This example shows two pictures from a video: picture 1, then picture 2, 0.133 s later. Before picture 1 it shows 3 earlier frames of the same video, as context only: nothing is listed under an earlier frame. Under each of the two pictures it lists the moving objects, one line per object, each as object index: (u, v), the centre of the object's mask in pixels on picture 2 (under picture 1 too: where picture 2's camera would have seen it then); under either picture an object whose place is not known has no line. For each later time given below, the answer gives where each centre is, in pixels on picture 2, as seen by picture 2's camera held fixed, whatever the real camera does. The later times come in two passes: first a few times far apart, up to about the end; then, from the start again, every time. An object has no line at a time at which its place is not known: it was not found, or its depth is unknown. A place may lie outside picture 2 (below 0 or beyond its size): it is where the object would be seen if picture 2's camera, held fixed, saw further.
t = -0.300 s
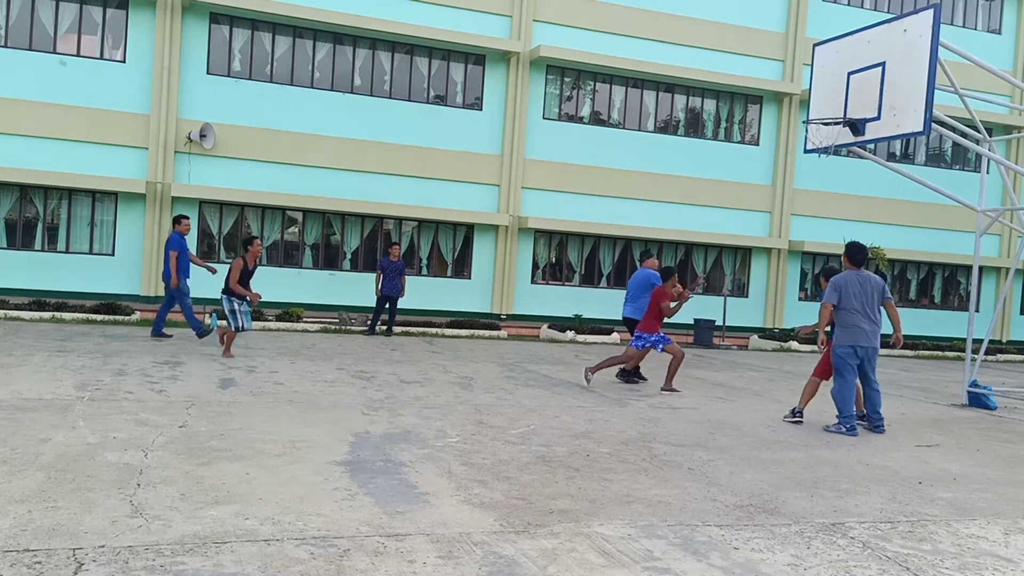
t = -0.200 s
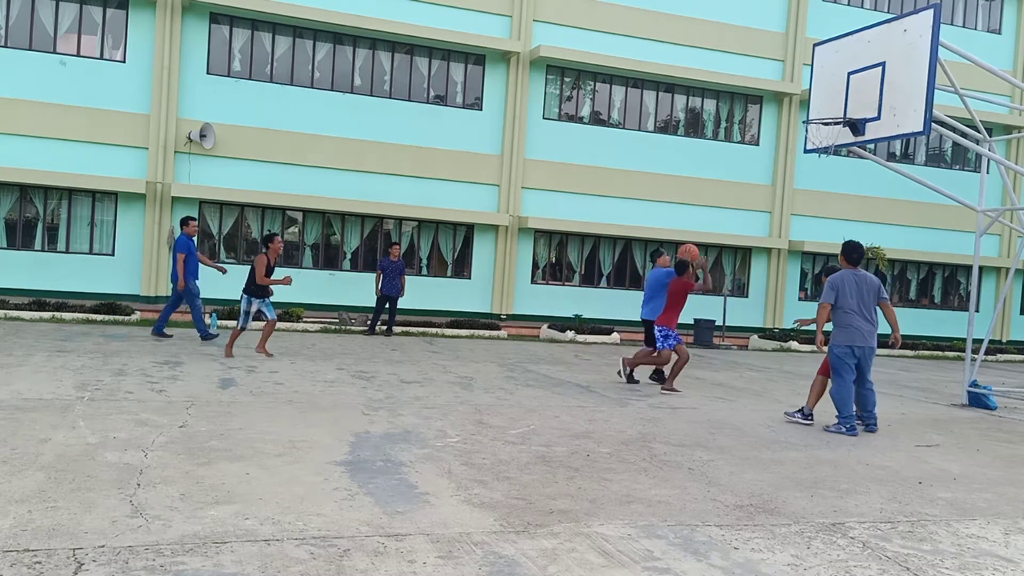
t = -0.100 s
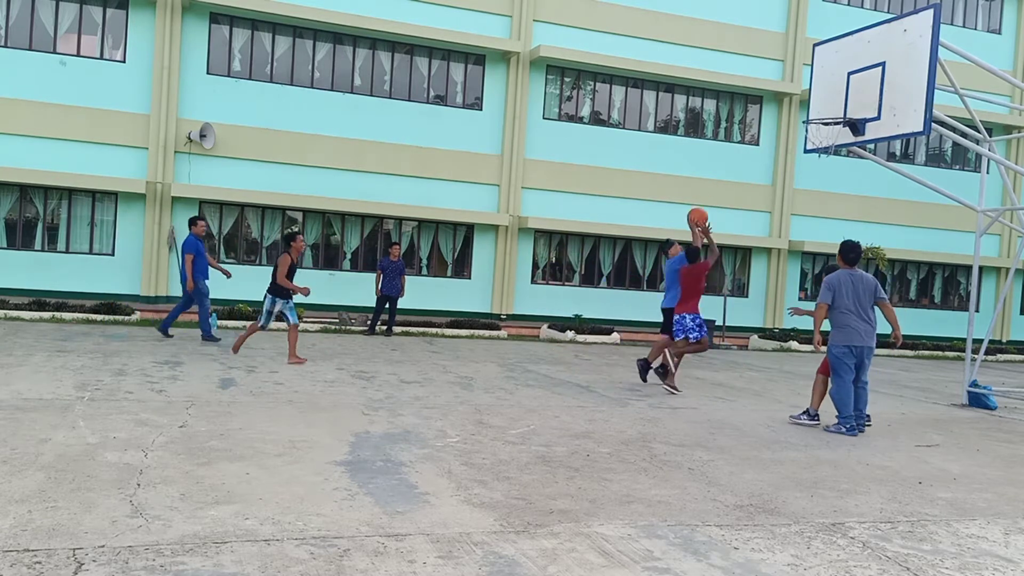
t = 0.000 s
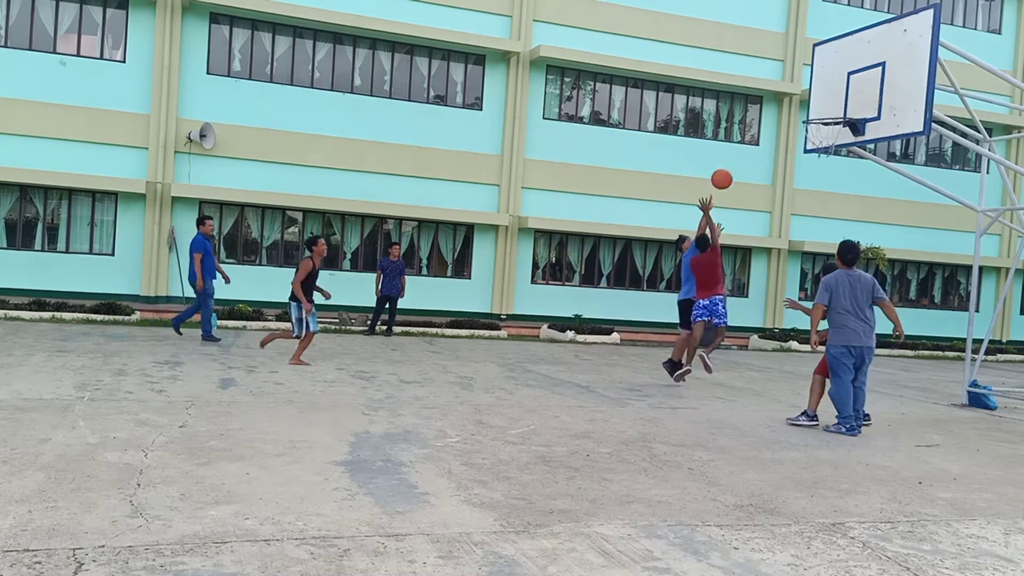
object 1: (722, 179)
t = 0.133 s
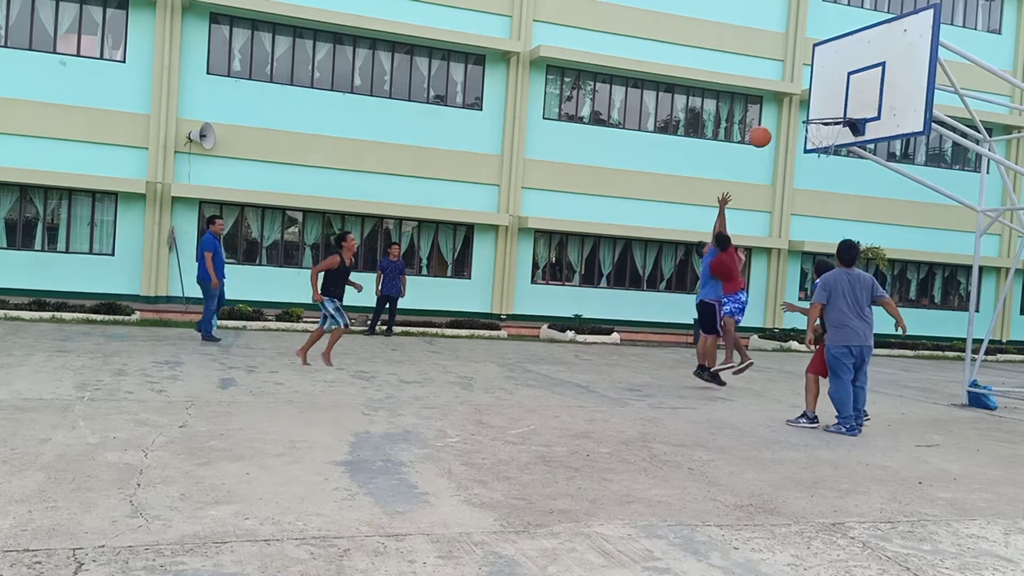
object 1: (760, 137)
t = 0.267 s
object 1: (799, 108)
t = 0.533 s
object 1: (838, 102)
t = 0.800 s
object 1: (812, 139)
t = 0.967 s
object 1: (802, 183)
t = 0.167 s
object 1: (770, 128)
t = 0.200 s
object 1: (780, 121)
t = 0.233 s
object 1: (790, 114)
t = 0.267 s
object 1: (799, 108)
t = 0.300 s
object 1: (809, 104)
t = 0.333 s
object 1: (819, 100)
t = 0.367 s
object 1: (830, 97)
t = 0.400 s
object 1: (840, 96)
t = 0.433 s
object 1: (841, 95)
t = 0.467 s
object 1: (840, 96)
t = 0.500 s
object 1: (839, 99)
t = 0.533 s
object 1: (838, 102)
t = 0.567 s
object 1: (837, 107)
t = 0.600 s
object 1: (836, 112)
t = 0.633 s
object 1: (832, 116)
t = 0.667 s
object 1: (825, 120)
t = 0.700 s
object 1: (818, 124)
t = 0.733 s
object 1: (815, 129)
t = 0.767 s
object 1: (814, 133)
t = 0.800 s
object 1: (812, 139)
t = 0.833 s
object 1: (810, 146)
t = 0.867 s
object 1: (808, 154)
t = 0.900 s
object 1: (806, 163)
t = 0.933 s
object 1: (804, 172)
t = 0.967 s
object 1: (802, 183)
